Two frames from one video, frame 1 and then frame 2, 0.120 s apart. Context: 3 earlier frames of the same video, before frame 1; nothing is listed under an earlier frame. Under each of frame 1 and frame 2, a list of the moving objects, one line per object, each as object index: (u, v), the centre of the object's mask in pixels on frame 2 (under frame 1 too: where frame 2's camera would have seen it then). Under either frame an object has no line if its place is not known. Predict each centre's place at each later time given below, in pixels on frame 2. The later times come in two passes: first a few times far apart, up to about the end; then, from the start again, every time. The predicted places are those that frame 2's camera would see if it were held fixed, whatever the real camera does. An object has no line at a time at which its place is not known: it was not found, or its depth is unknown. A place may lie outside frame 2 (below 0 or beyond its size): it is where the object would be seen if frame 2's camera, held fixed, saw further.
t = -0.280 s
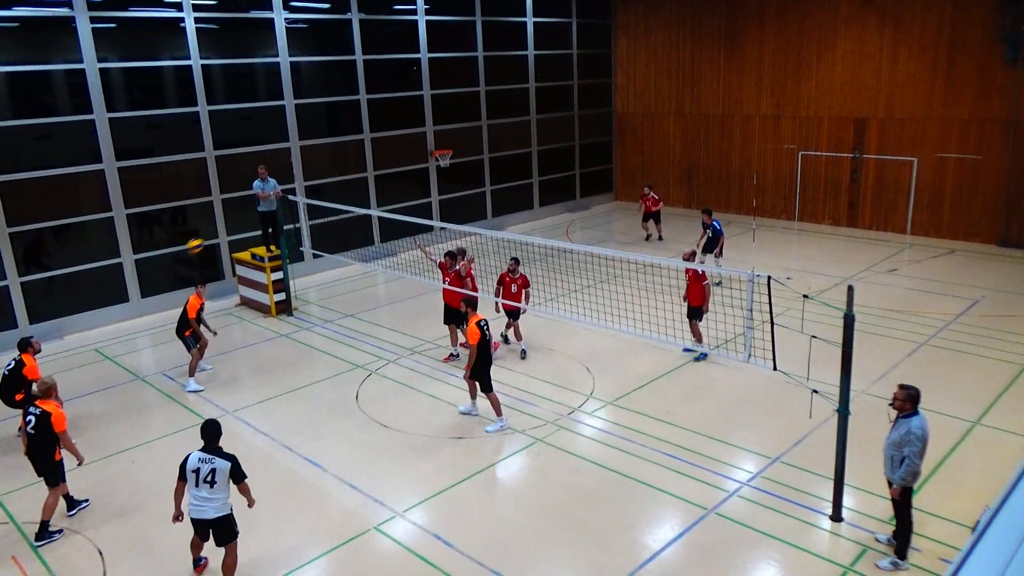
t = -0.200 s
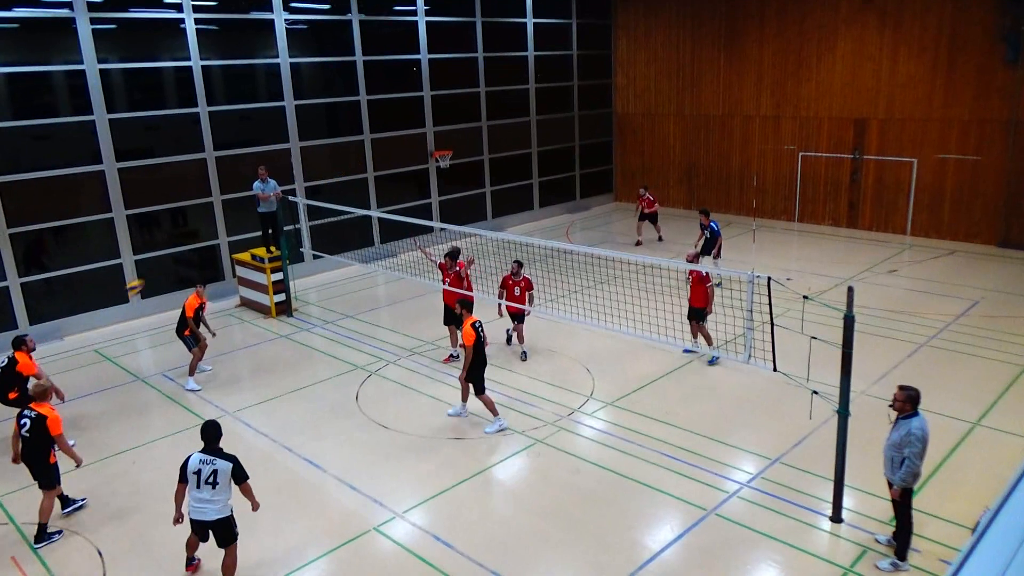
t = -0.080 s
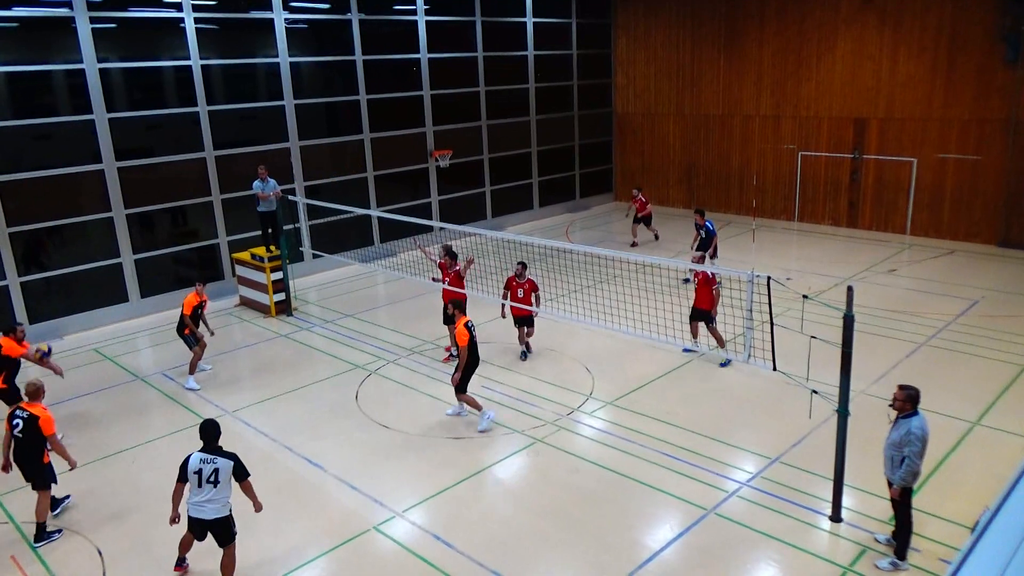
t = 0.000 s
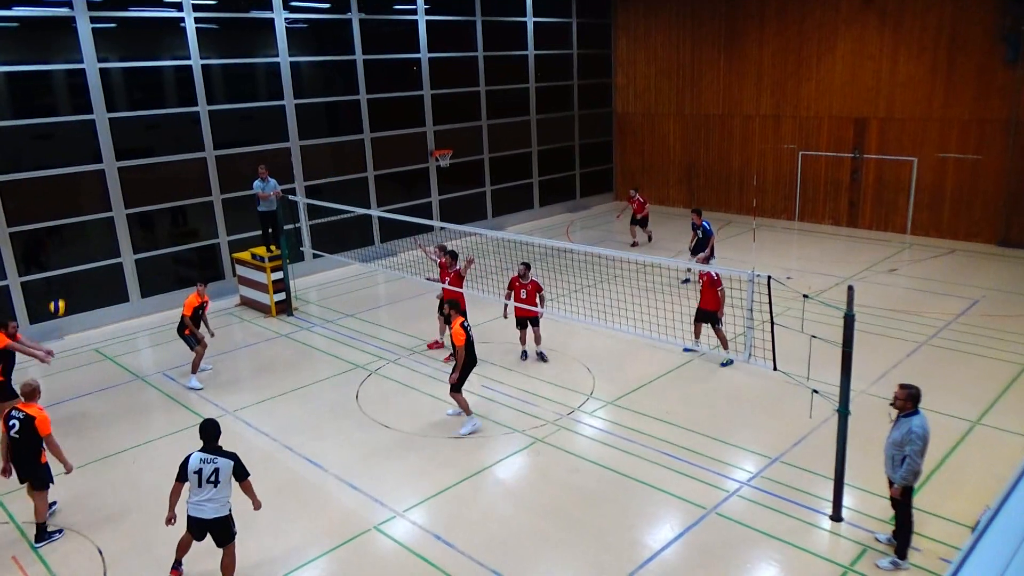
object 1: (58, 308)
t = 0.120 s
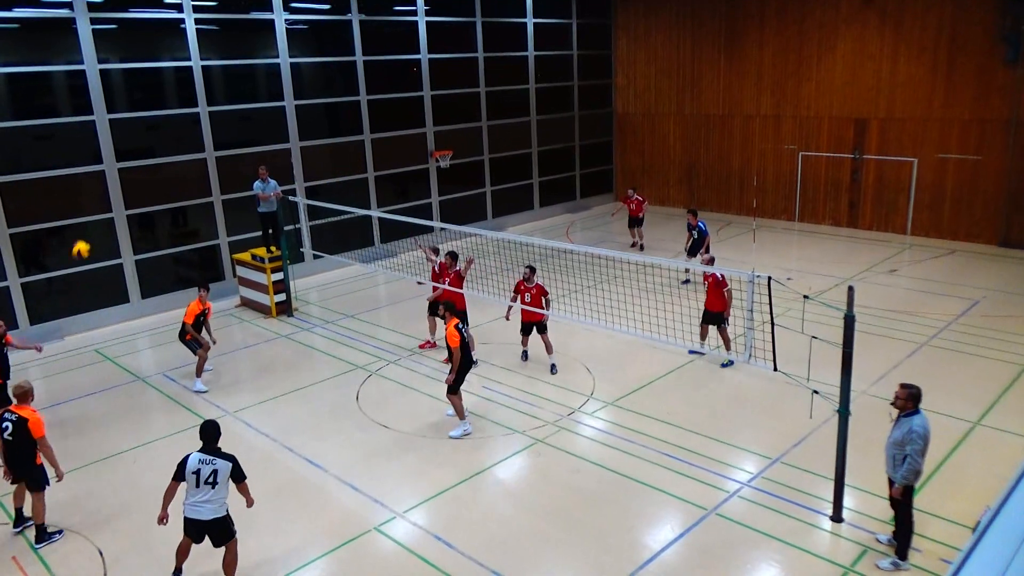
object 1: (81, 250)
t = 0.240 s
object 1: (105, 199)
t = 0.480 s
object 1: (166, 128)
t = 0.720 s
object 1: (239, 109)
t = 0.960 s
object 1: (322, 142)
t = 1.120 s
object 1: (381, 199)
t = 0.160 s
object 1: (89, 232)
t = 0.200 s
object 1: (97, 215)
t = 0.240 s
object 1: (105, 199)
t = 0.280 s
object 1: (115, 185)
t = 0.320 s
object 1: (124, 172)
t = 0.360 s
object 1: (134, 159)
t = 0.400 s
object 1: (145, 148)
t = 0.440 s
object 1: (155, 138)
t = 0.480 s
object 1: (166, 128)
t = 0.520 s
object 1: (178, 122)
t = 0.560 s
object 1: (190, 117)
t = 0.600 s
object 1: (201, 113)
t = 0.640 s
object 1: (214, 110)
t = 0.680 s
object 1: (227, 108)
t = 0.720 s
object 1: (239, 109)
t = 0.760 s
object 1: (252, 110)
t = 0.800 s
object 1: (266, 114)
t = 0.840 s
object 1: (279, 118)
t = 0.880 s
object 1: (294, 125)
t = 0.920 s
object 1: (308, 132)
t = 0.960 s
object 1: (322, 142)
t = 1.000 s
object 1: (337, 155)
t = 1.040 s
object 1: (351, 167)
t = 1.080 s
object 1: (367, 182)
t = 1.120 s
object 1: (381, 199)
